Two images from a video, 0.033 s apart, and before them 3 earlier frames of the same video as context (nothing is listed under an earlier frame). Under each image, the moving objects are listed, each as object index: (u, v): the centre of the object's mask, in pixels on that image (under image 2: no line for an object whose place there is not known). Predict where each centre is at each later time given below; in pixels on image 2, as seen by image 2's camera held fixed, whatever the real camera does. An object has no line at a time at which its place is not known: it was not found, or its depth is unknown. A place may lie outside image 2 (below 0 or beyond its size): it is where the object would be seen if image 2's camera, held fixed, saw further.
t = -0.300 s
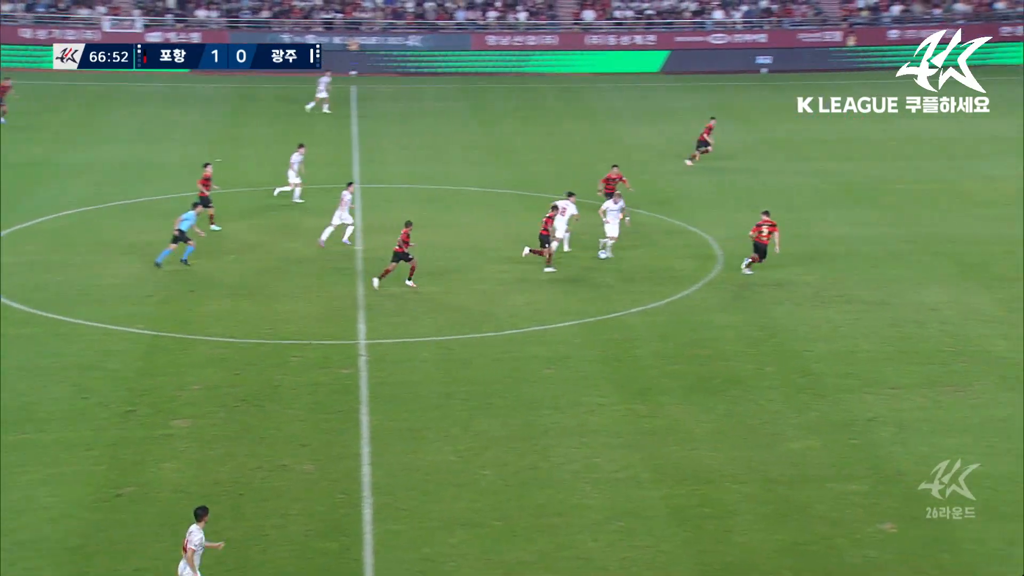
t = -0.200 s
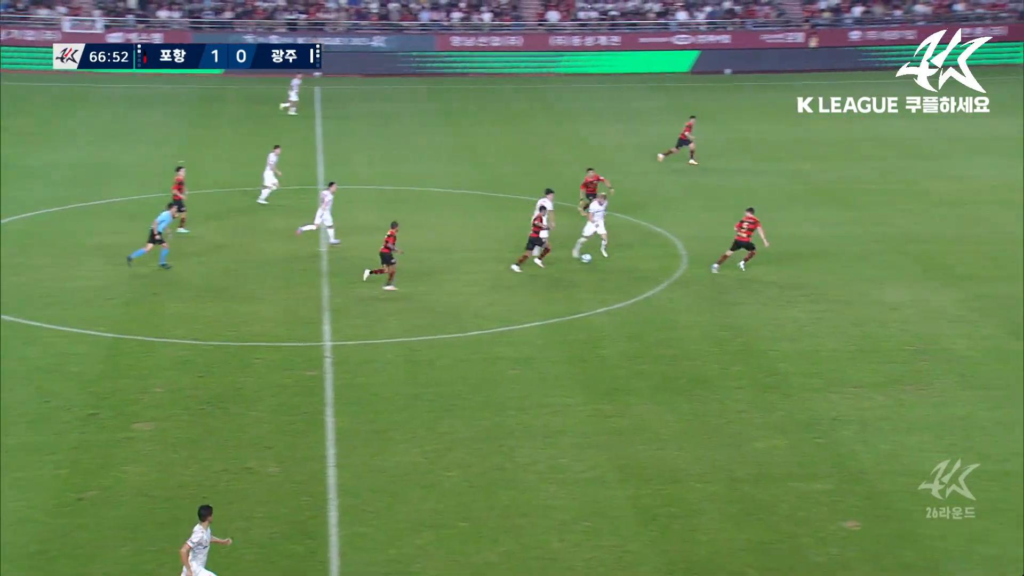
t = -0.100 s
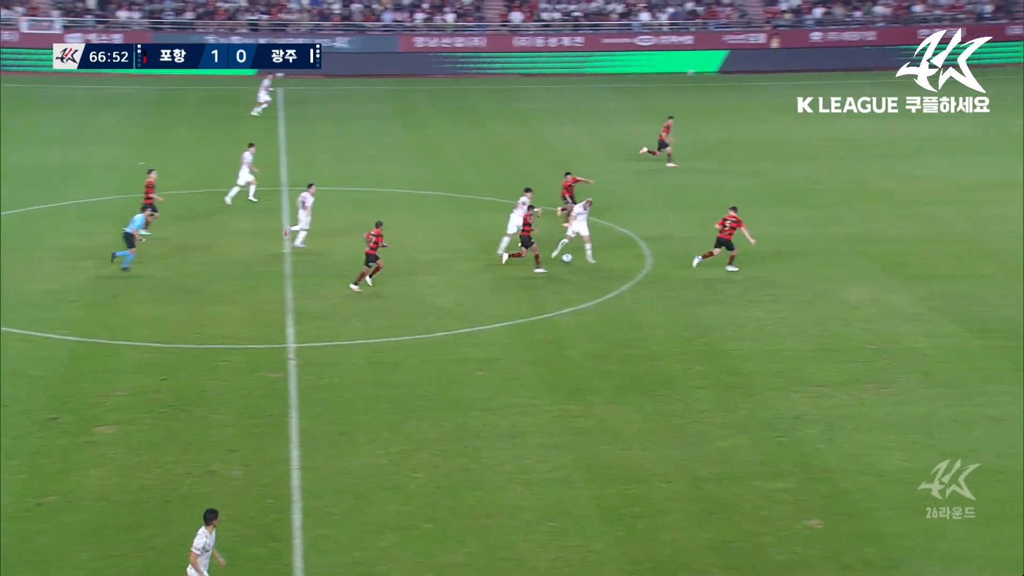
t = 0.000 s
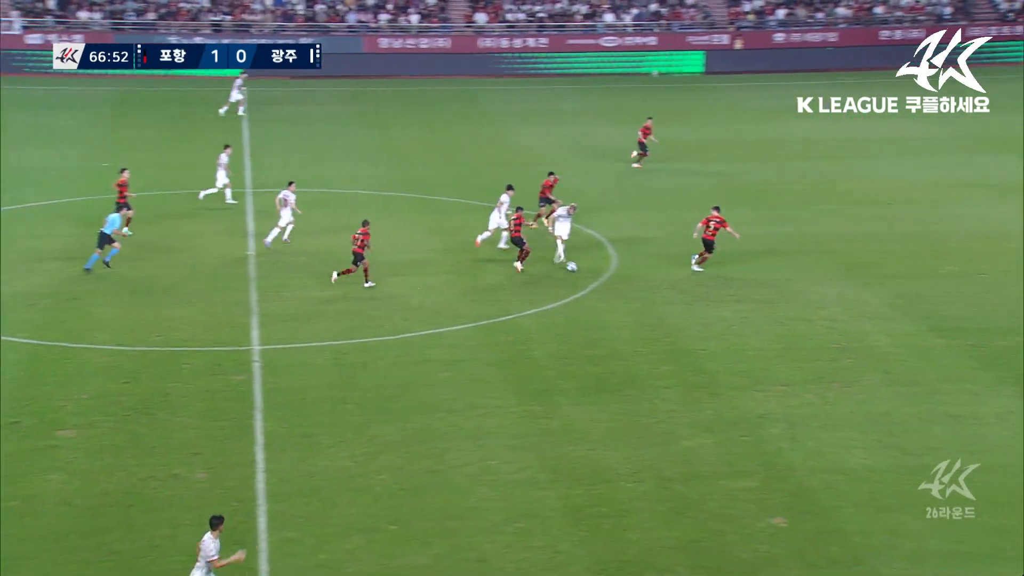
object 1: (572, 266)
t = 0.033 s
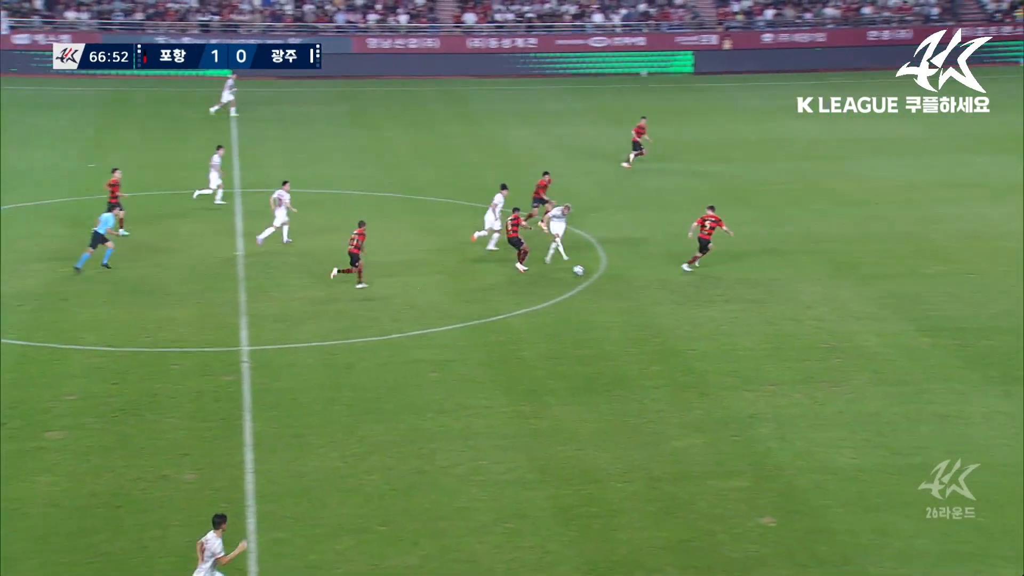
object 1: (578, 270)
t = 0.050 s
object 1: (587, 271)
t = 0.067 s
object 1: (596, 273)
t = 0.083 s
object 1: (604, 275)
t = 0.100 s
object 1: (613, 278)
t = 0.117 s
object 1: (621, 280)
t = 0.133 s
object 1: (630, 282)
